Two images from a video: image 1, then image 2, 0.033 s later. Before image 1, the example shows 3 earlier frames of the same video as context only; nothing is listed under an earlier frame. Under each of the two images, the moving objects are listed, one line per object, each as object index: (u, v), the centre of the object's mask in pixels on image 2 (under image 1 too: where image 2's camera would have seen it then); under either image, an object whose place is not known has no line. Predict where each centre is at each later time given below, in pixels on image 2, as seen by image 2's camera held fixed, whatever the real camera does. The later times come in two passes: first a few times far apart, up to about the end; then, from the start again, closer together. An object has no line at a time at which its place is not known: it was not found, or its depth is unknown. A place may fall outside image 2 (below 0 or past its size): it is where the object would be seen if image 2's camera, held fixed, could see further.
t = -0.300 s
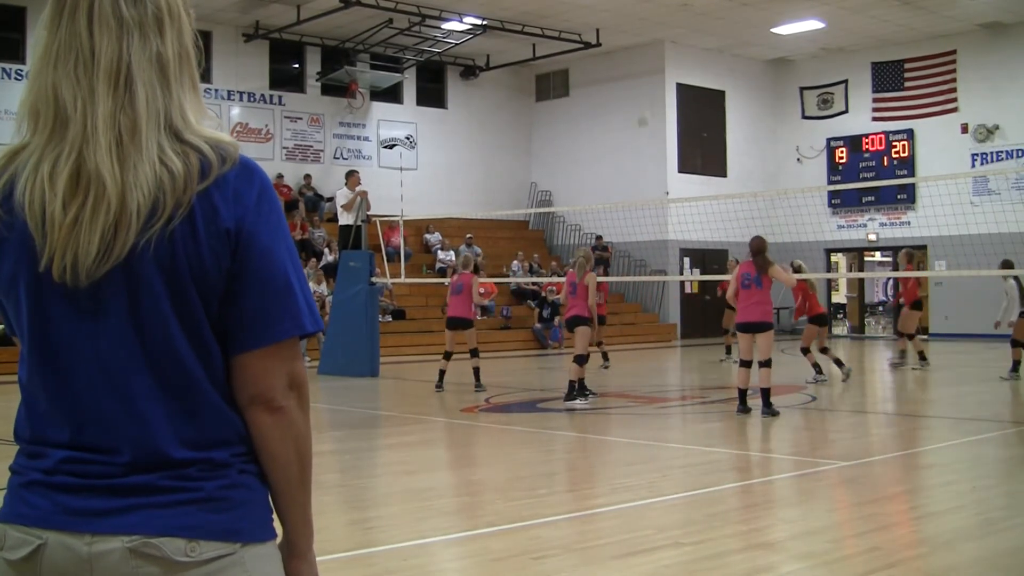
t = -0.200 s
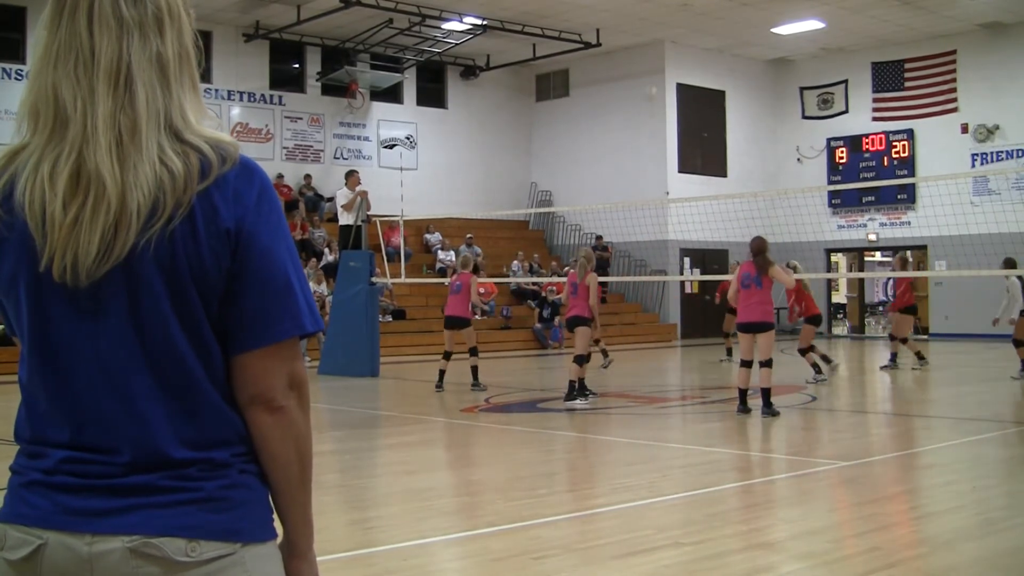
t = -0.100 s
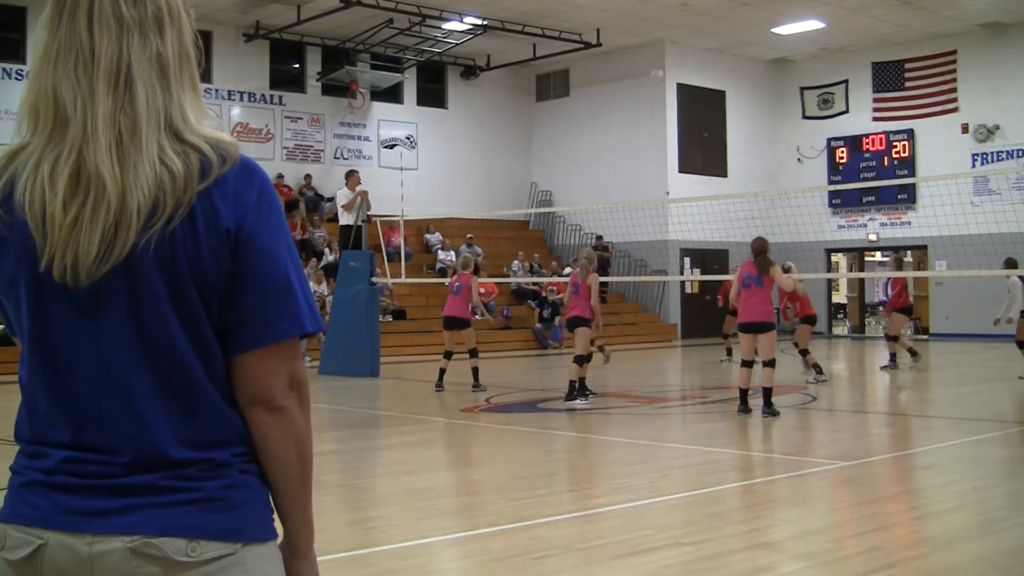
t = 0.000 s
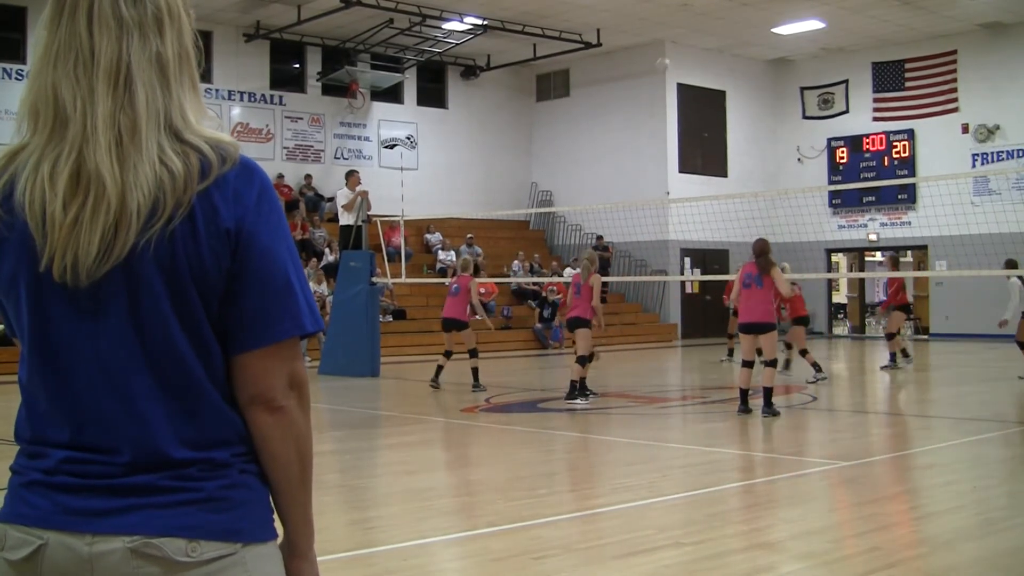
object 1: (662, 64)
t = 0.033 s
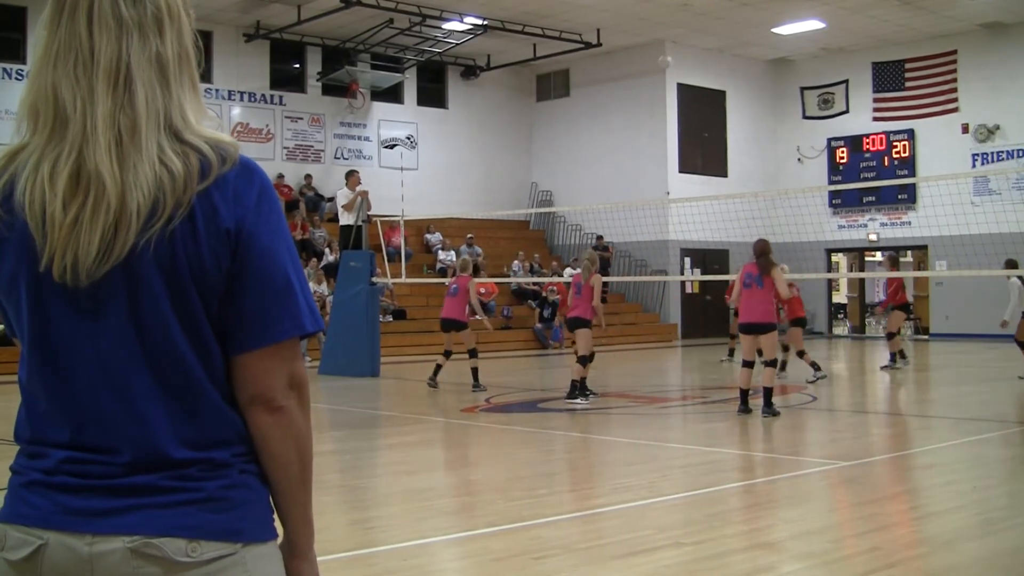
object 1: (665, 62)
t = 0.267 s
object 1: (680, 64)
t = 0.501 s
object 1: (695, 99)
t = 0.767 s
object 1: (711, 181)
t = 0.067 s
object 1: (666, 61)
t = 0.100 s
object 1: (669, 59)
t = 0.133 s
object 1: (671, 59)
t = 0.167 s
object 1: (673, 59)
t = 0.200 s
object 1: (675, 60)
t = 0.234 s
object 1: (680, 61)
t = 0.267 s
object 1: (680, 64)
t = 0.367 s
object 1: (686, 75)
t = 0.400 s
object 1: (688, 80)
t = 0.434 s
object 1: (691, 87)
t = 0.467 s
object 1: (693, 93)
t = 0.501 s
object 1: (695, 99)
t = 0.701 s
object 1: (707, 156)
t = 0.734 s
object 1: (709, 167)
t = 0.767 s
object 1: (711, 181)
